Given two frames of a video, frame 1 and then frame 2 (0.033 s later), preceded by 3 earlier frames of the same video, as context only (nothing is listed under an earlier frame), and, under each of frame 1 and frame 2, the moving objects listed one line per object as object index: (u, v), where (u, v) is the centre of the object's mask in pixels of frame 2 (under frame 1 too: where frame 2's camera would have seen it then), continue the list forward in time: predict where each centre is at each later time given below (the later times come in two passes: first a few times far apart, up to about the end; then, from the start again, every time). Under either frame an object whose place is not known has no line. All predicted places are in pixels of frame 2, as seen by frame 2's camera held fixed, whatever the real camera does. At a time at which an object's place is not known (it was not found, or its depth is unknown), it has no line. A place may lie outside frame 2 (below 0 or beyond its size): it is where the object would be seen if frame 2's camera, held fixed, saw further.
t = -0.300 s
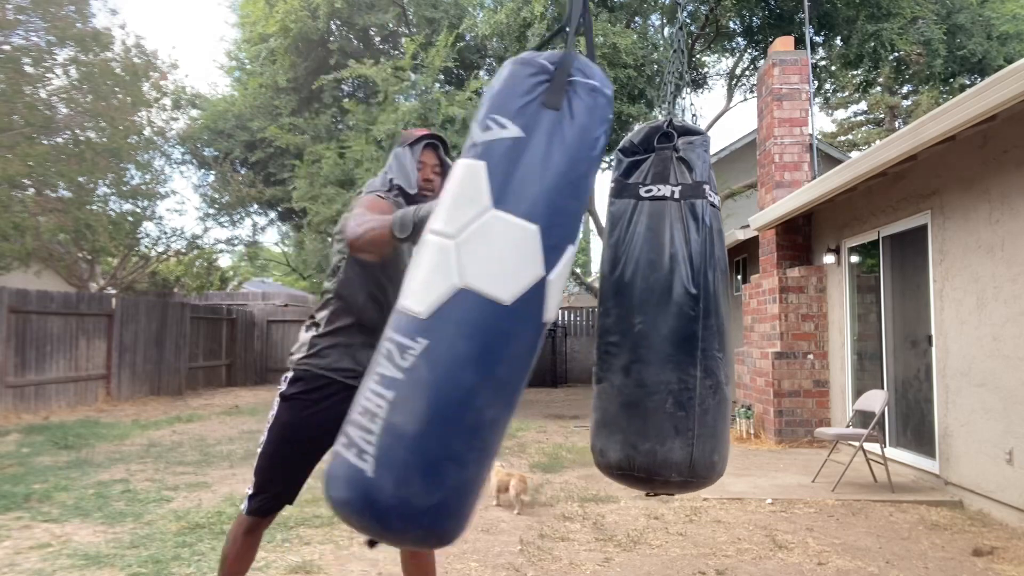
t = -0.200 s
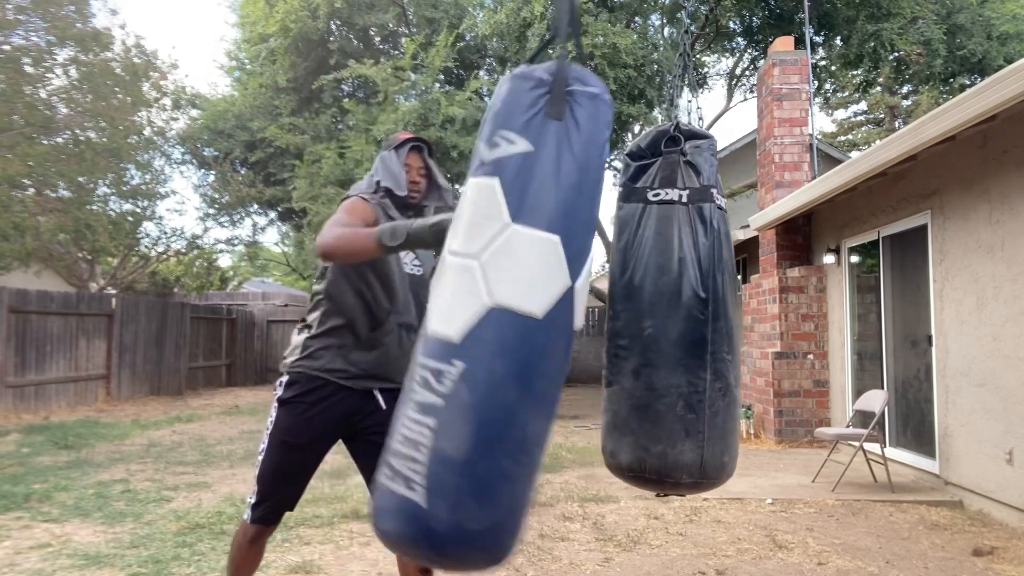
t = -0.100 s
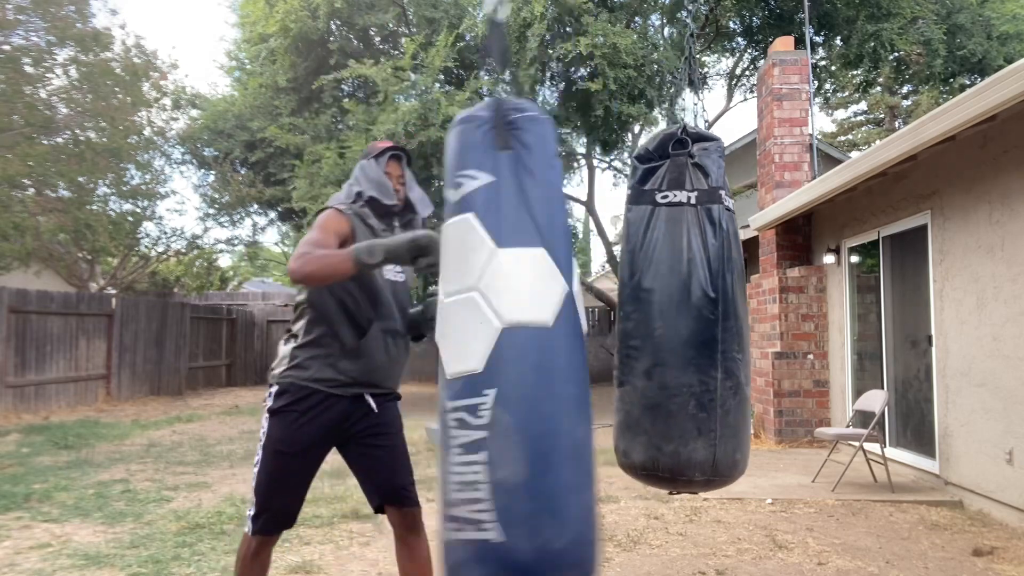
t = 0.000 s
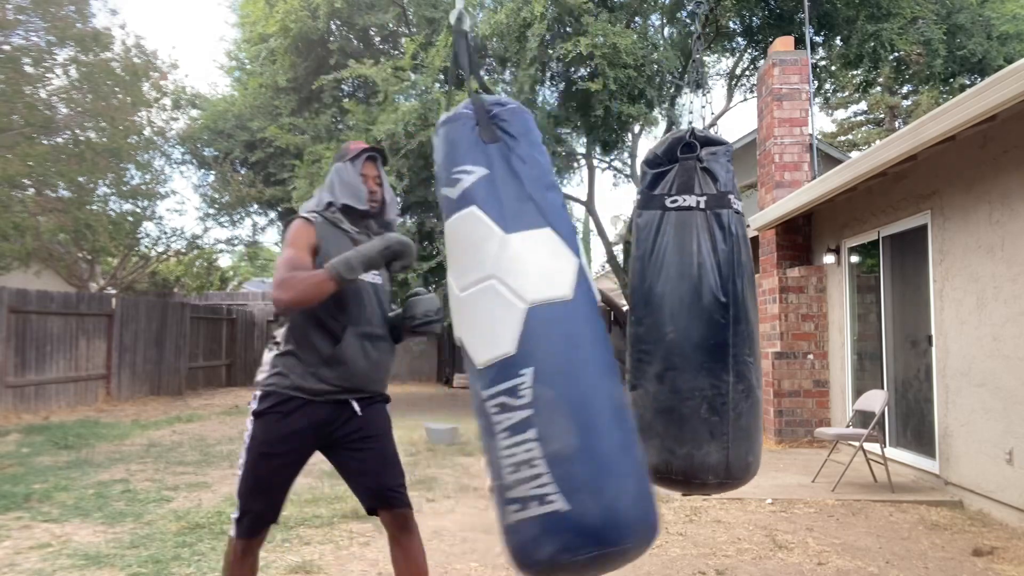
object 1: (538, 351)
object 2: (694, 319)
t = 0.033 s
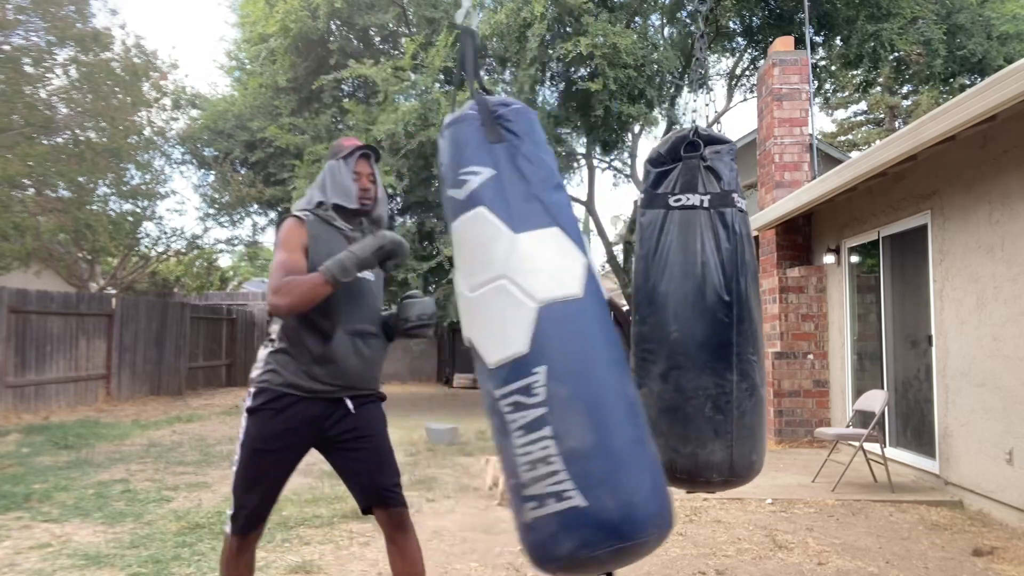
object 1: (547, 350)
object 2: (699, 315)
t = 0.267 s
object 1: (628, 347)
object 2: (741, 324)
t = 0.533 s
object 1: (638, 343)
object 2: (756, 309)
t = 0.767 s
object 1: (635, 341)
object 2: (767, 315)
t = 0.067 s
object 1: (557, 349)
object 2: (703, 311)
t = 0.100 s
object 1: (568, 350)
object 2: (708, 310)
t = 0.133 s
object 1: (580, 352)
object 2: (713, 309)
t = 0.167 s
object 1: (592, 354)
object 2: (718, 310)
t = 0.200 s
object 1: (606, 353)
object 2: (725, 311)
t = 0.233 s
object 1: (619, 351)
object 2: (734, 319)
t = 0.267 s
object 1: (628, 347)
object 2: (741, 324)
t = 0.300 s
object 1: (634, 343)
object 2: (746, 326)
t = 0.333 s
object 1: (639, 341)
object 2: (750, 325)
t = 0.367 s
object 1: (643, 339)
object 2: (753, 322)
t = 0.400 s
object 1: (645, 341)
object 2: (755, 319)
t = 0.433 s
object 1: (646, 345)
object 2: (756, 316)
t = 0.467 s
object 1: (645, 347)
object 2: (756, 312)
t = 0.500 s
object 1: (642, 348)
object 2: (755, 309)
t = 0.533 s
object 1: (638, 343)
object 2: (756, 309)
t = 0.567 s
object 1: (636, 337)
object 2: (758, 308)
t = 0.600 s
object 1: (635, 336)
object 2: (759, 306)
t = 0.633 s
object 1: (634, 335)
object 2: (761, 306)
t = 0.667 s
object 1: (633, 337)
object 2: (762, 308)
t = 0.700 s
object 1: (634, 340)
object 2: (763, 310)
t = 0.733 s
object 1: (634, 342)
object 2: (764, 314)
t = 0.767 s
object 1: (635, 341)
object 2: (767, 315)
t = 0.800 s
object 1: (633, 340)
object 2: (769, 316)
